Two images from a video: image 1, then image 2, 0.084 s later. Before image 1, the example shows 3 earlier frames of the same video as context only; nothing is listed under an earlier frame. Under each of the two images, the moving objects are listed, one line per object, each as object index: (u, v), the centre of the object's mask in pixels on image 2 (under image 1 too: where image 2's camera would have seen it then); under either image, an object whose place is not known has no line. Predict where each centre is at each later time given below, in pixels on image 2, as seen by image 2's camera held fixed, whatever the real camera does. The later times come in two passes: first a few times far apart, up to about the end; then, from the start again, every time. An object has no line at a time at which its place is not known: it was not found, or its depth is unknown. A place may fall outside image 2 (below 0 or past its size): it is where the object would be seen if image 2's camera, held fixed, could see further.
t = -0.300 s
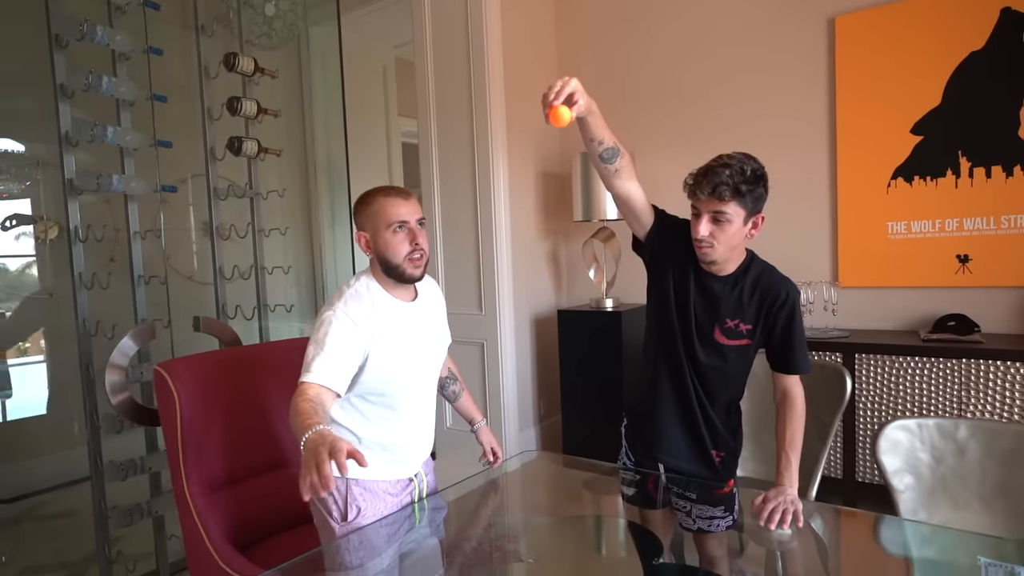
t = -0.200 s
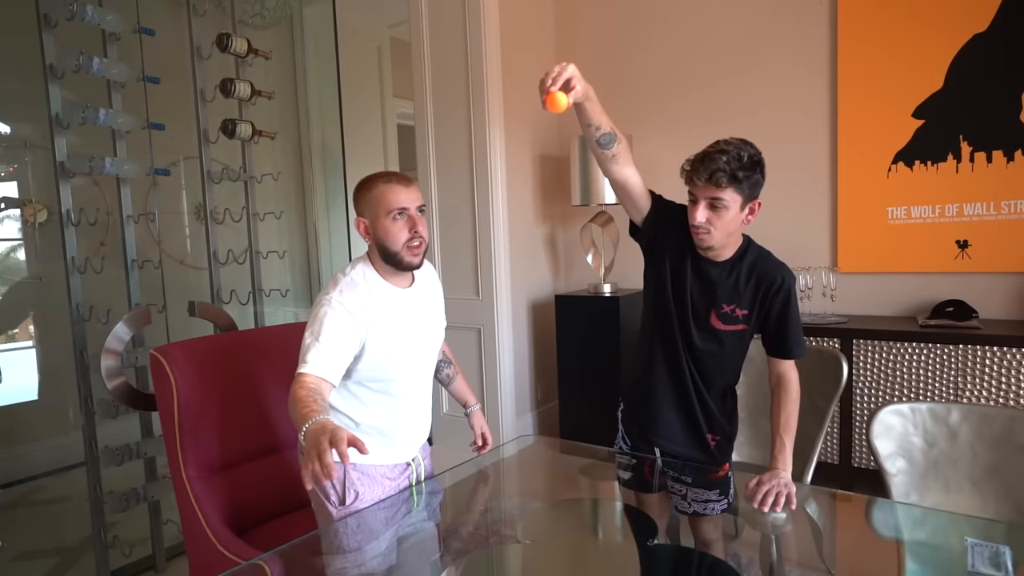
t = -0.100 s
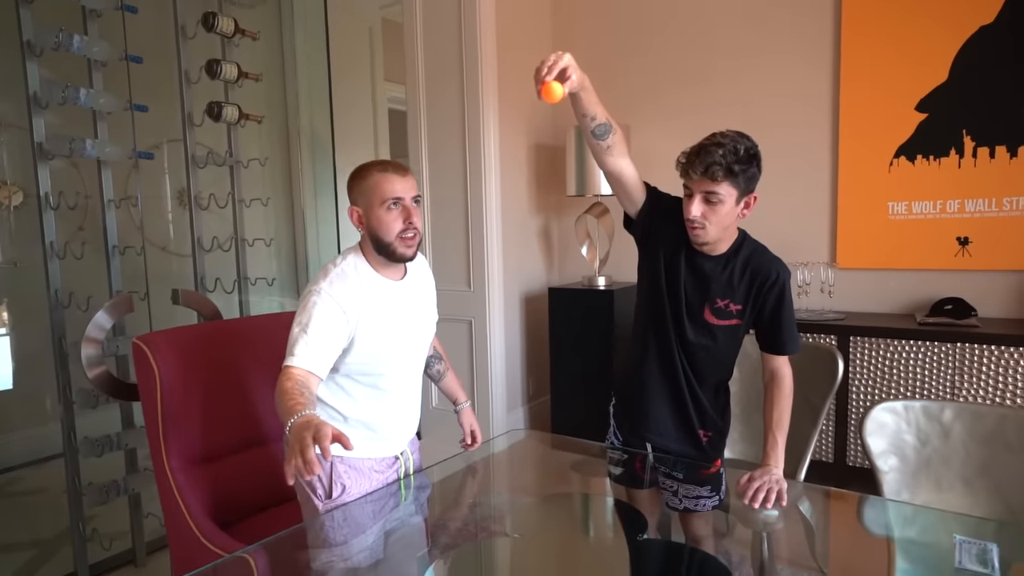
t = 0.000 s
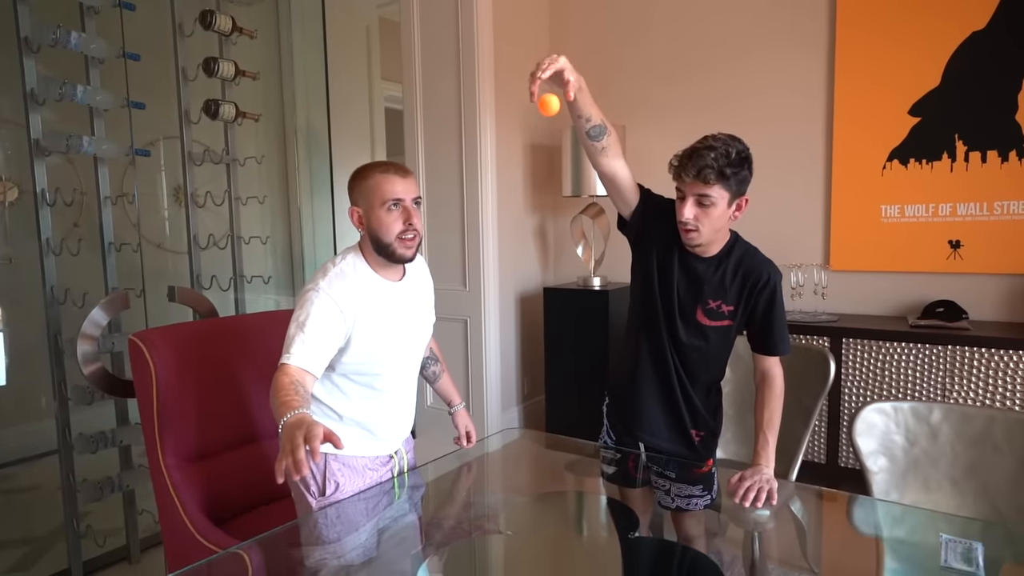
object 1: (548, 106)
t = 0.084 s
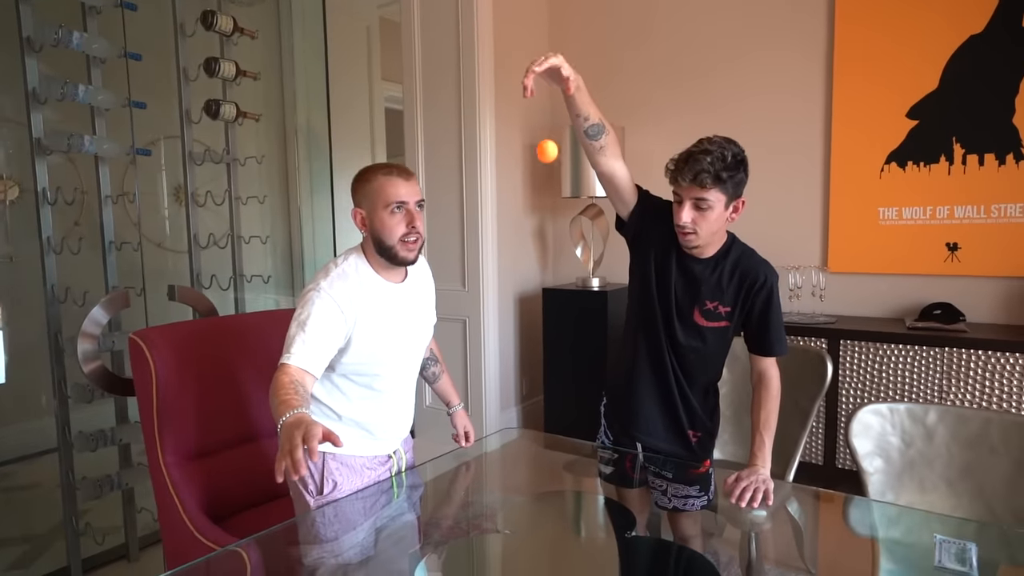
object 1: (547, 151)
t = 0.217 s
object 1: (546, 294)
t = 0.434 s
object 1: (539, 461)
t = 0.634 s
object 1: (529, 254)
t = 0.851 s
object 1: (523, 250)
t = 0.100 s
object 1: (546, 164)
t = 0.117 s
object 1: (547, 179)
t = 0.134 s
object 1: (547, 195)
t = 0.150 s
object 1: (547, 212)
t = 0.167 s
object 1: (547, 230)
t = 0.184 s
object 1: (546, 250)
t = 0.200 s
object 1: (546, 271)
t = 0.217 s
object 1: (546, 294)
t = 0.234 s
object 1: (545, 317)
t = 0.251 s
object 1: (545, 341)
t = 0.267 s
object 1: (545, 367)
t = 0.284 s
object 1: (544, 392)
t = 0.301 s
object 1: (543, 420)
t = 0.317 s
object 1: (543, 448)
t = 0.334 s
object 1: (542, 477)
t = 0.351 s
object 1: (542, 507)
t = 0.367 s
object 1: (541, 539)
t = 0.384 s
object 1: (540, 542)
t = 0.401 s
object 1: (540, 513)
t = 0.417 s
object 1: (539, 486)
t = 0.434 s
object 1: (539, 461)
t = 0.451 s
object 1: (538, 436)
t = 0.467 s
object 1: (539, 413)
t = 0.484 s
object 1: (537, 391)
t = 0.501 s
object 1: (536, 371)
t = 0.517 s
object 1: (536, 352)
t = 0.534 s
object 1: (535, 335)
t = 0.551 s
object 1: (534, 318)
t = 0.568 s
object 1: (534, 302)
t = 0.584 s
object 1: (532, 288)
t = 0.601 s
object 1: (531, 275)
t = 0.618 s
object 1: (530, 263)
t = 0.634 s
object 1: (529, 254)
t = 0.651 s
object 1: (529, 245)
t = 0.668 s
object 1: (528, 238)
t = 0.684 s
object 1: (527, 232)
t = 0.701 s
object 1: (526, 228)
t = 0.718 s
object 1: (526, 225)
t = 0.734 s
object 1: (525, 223)
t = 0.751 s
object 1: (525, 223)
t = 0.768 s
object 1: (525, 224)
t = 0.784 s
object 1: (524, 226)
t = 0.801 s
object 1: (524, 230)
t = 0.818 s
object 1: (524, 235)
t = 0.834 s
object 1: (523, 242)
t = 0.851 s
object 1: (523, 250)
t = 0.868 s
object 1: (522, 259)
